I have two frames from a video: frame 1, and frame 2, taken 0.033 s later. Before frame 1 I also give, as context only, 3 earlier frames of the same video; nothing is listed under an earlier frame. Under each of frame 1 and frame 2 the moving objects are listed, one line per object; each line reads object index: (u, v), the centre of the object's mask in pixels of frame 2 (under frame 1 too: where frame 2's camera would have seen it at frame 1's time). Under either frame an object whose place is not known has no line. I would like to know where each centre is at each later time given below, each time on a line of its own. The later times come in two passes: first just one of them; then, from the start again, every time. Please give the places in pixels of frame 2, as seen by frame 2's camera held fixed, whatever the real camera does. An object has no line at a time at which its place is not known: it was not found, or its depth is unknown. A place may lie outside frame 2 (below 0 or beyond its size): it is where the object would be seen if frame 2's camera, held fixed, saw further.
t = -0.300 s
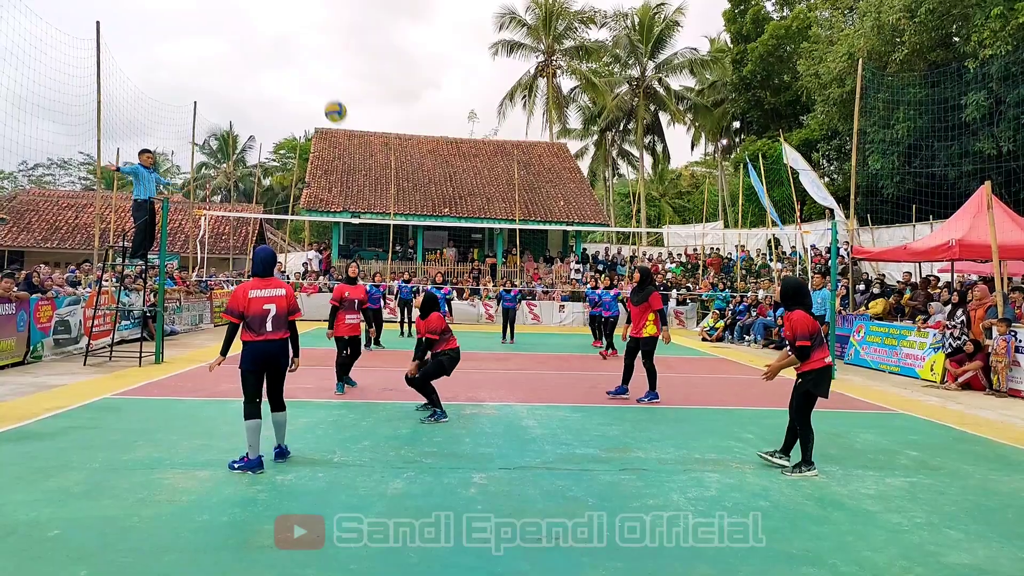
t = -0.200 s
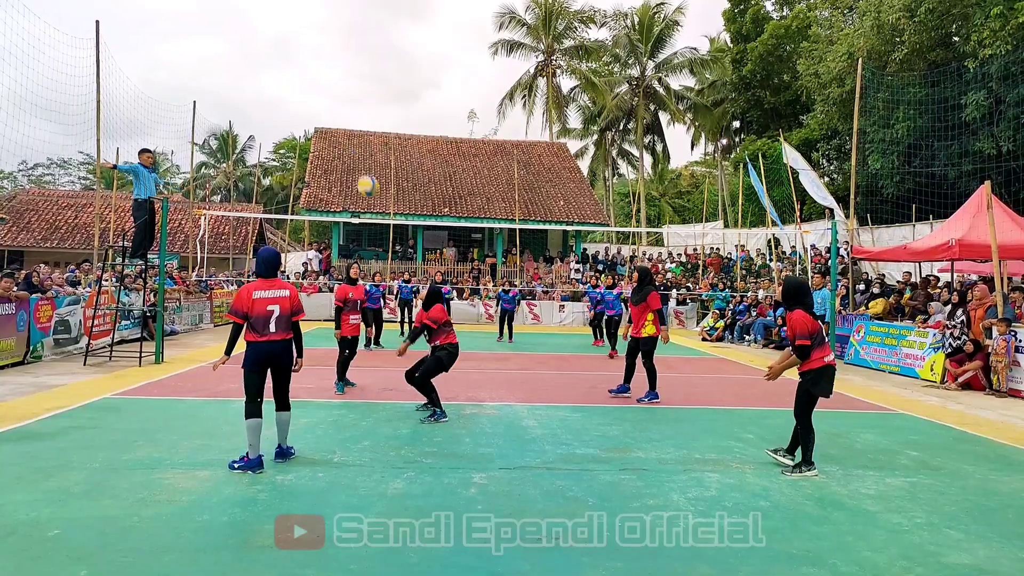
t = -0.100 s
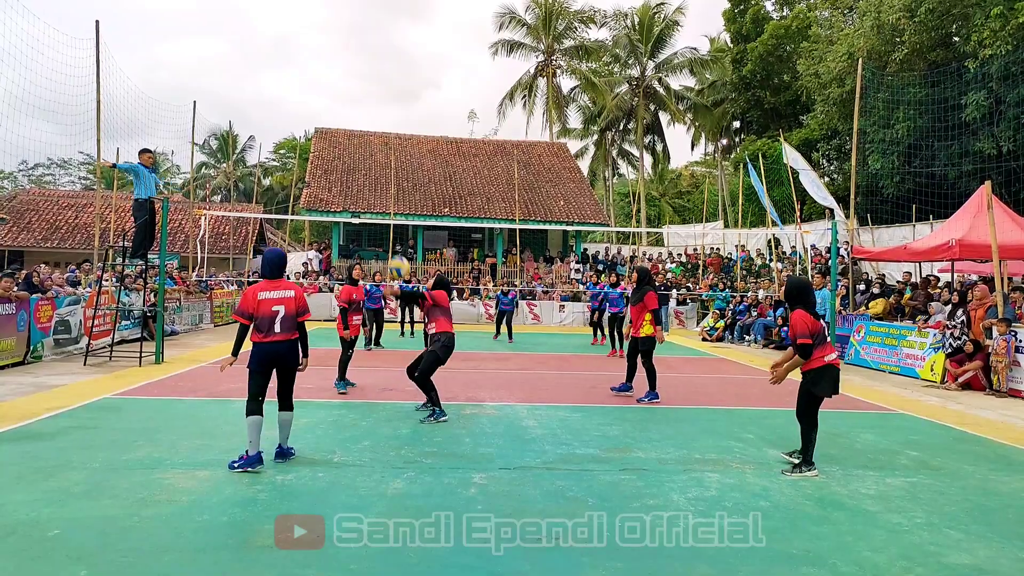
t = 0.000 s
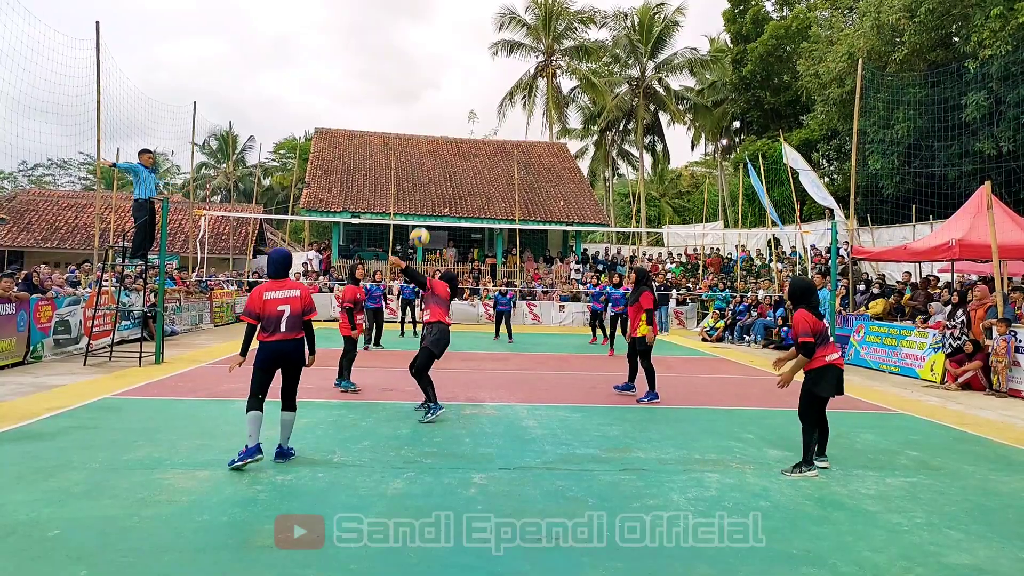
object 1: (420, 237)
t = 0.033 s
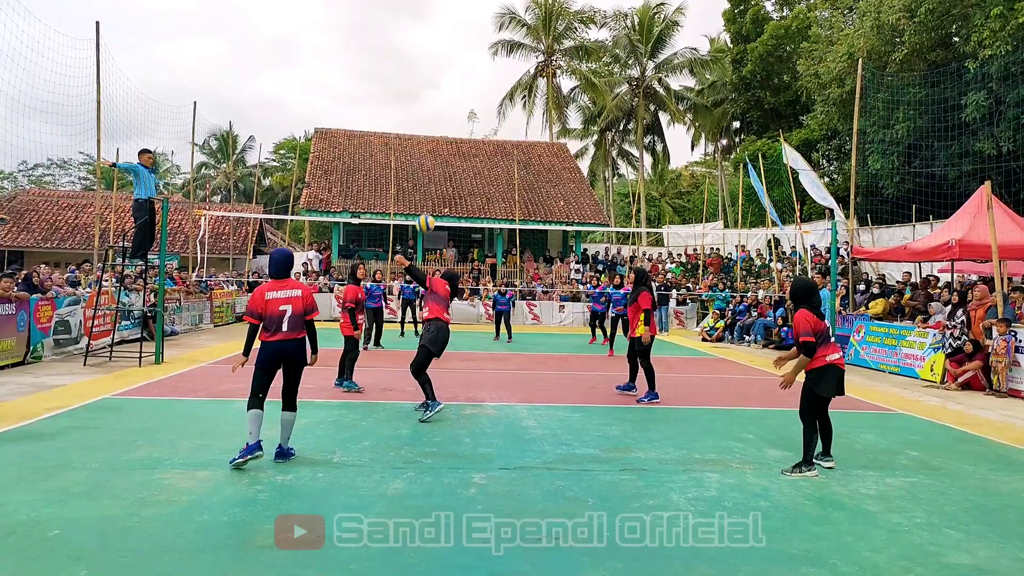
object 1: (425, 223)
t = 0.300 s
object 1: (458, 173)
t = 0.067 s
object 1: (430, 212)
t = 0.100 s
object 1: (435, 202)
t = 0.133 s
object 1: (440, 194)
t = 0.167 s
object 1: (444, 187)
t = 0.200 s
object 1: (448, 182)
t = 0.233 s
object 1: (451, 178)
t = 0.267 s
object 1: (455, 175)
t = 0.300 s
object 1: (458, 173)
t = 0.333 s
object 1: (461, 172)
